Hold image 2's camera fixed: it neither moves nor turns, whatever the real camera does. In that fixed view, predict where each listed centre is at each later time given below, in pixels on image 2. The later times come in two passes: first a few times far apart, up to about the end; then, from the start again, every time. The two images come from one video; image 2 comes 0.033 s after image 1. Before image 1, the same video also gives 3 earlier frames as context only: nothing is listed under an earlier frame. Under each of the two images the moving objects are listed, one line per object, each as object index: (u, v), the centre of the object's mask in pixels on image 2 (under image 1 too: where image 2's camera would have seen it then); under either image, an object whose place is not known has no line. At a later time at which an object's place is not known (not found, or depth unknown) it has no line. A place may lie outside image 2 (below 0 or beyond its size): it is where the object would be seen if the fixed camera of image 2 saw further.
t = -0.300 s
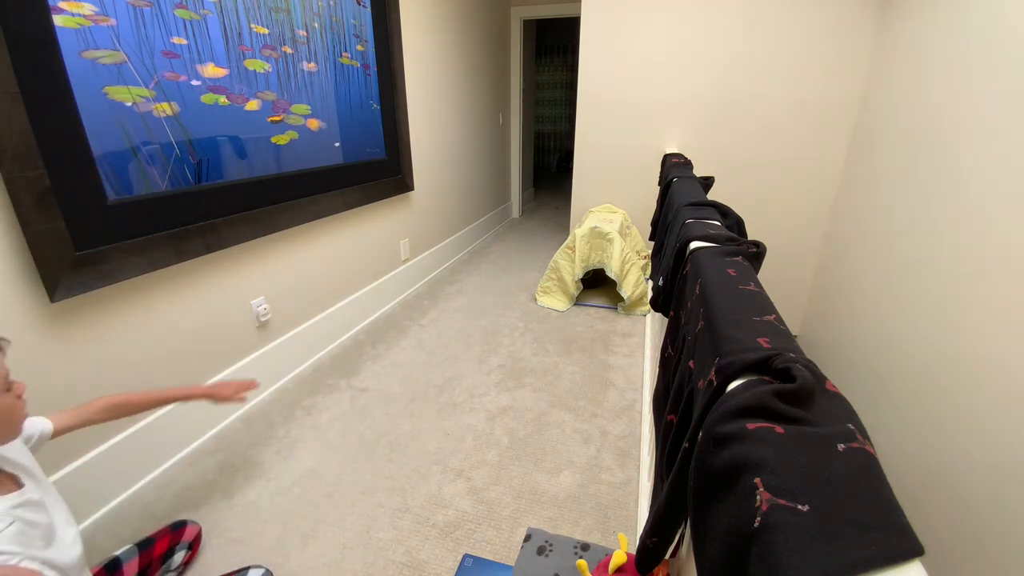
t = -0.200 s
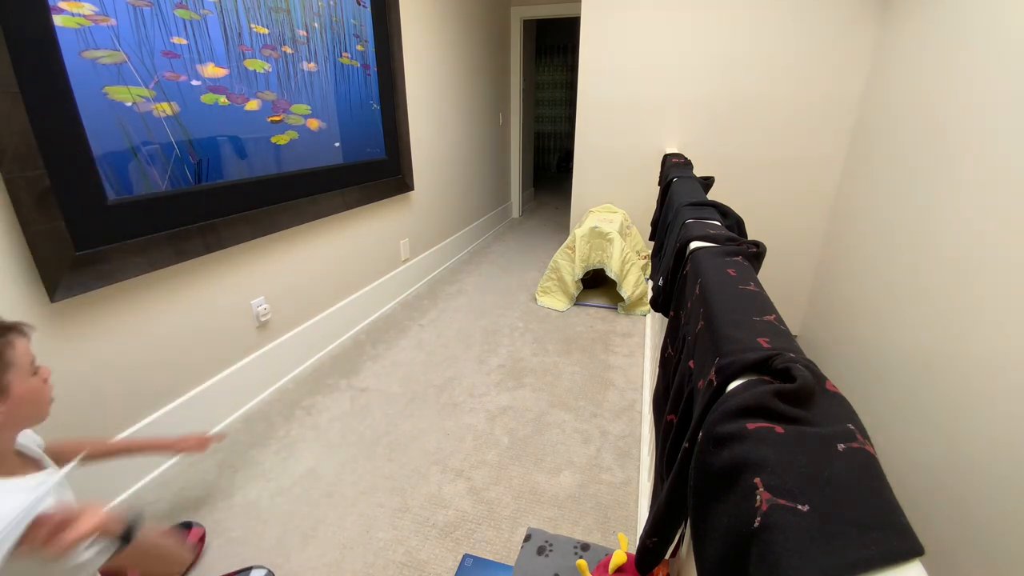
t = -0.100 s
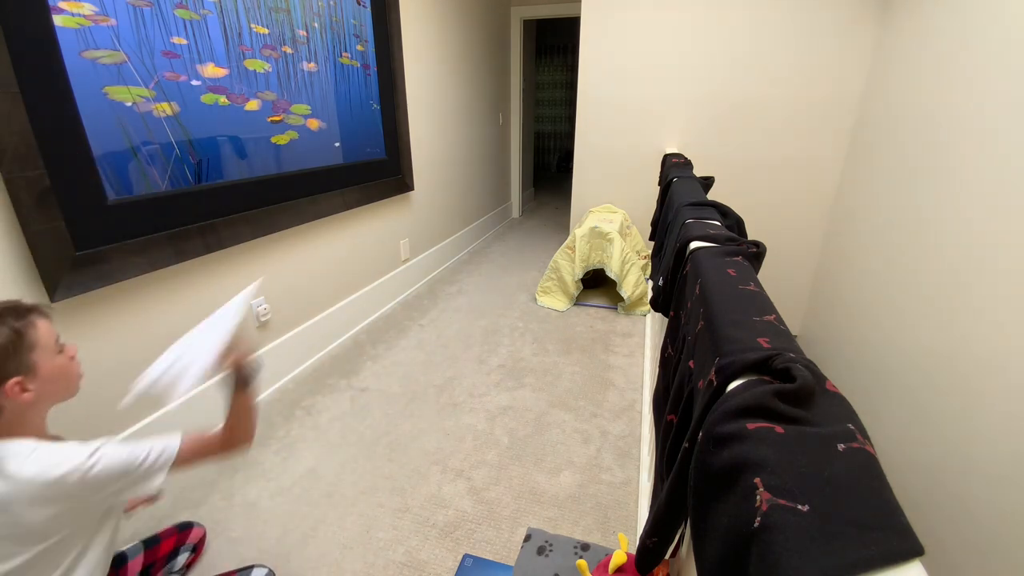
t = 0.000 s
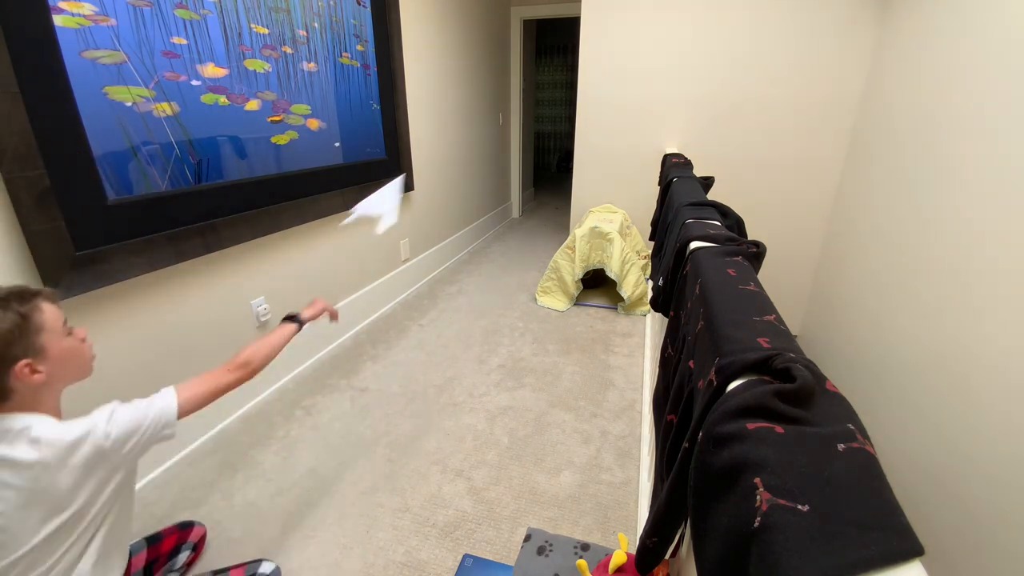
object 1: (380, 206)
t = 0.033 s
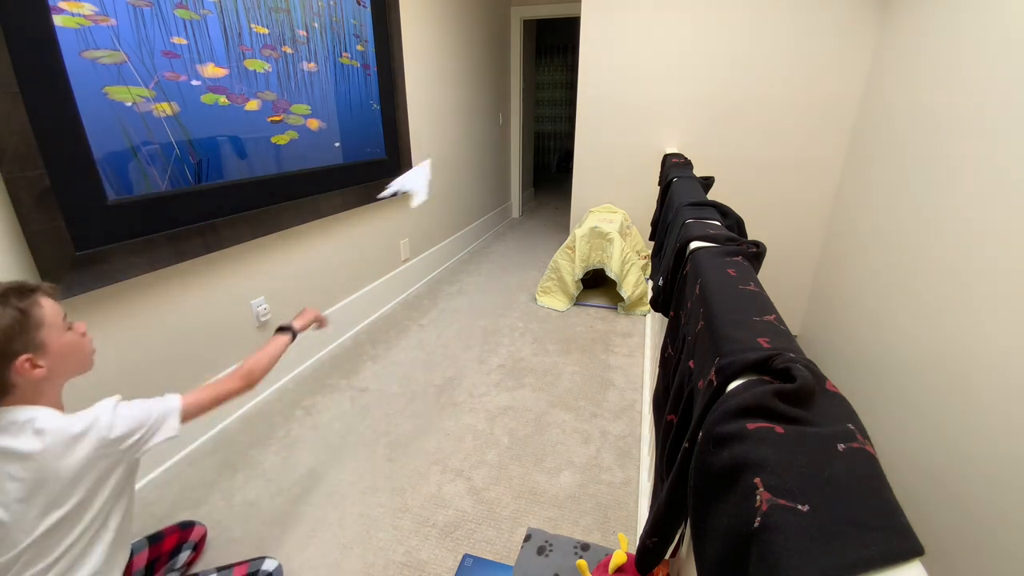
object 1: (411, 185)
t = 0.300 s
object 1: (519, 133)
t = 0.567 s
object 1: (555, 146)
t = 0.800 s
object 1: (569, 157)
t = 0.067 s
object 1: (436, 169)
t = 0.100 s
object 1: (455, 158)
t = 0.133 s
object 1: (470, 149)
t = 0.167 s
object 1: (483, 143)
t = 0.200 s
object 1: (494, 139)
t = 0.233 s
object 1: (503, 136)
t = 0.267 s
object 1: (512, 134)
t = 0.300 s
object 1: (519, 133)
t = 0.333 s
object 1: (526, 133)
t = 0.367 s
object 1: (531, 135)
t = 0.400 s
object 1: (536, 136)
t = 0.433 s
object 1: (541, 138)
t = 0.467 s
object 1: (545, 140)
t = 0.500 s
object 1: (548, 142)
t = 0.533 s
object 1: (552, 144)
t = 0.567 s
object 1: (555, 146)
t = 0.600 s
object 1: (558, 148)
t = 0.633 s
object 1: (560, 150)
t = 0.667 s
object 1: (562, 151)
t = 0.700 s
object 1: (565, 152)
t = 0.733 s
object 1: (566, 155)
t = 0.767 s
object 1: (568, 156)
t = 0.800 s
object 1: (569, 157)
